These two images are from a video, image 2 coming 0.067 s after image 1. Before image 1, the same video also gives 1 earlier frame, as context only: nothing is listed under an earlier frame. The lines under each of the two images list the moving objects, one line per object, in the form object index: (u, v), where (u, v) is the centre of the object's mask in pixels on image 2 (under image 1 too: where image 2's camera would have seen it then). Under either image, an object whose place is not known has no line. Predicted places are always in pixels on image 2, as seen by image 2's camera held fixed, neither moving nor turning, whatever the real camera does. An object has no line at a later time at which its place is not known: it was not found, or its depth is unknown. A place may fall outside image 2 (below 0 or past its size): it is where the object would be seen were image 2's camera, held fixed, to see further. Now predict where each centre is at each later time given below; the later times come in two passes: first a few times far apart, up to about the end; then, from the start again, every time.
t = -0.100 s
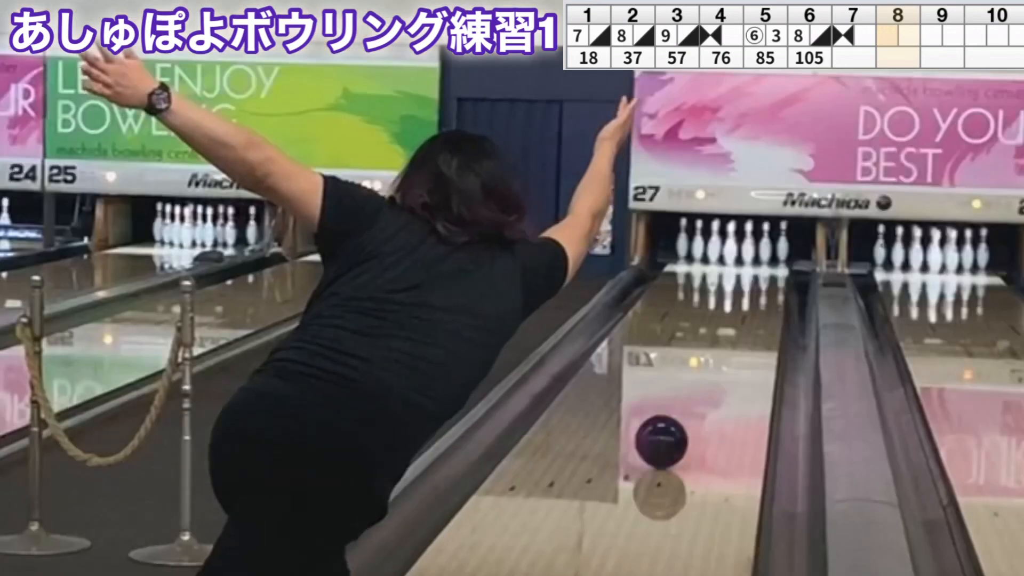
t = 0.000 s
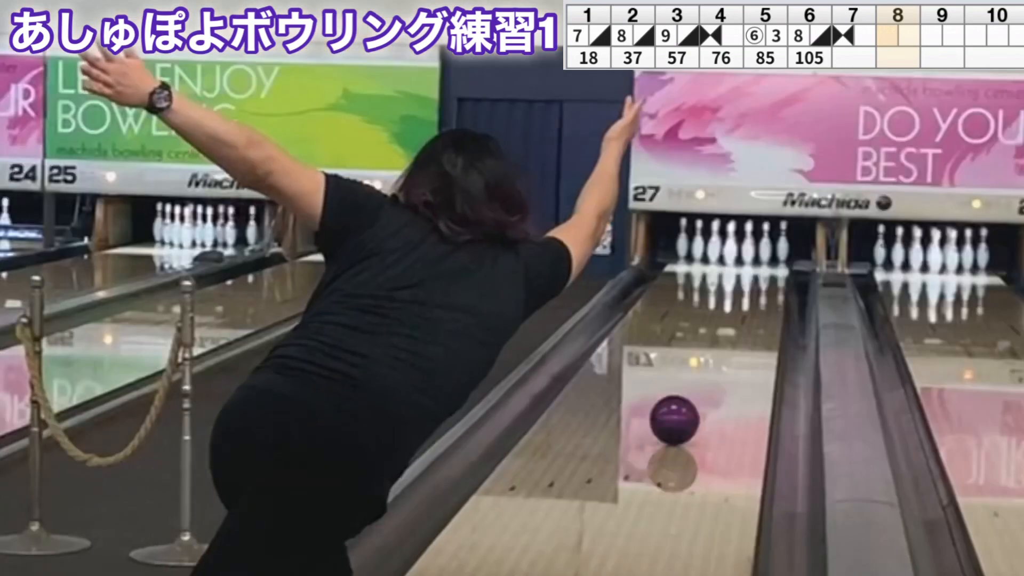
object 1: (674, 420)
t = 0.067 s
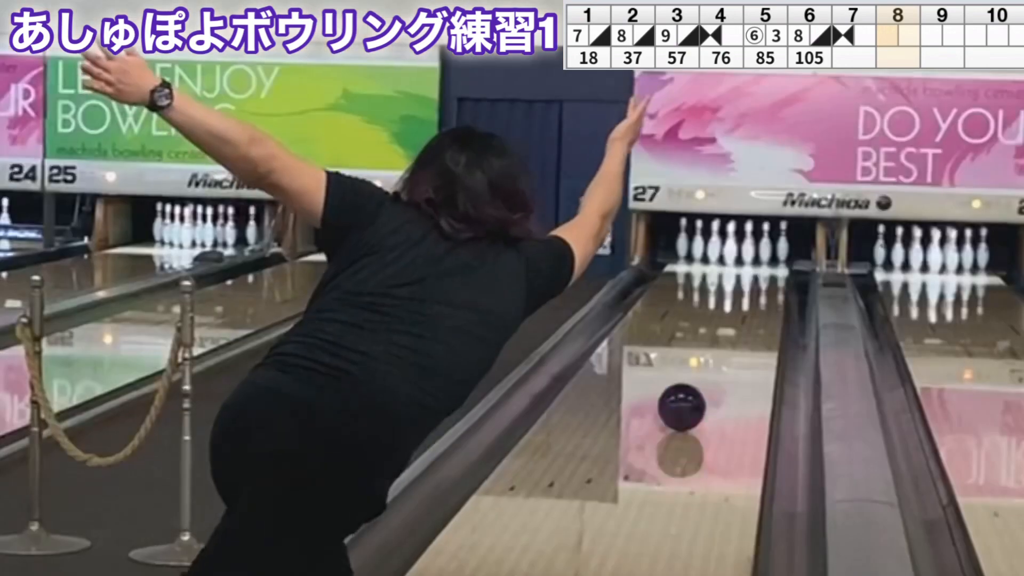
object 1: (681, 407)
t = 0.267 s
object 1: (700, 373)
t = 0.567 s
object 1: (719, 335)
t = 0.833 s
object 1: (731, 309)
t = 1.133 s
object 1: (738, 286)
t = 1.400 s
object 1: (736, 269)
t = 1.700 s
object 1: (721, 254)
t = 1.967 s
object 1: (688, 249)
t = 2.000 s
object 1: (688, 247)
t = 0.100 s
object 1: (685, 401)
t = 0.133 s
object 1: (688, 395)
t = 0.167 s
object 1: (691, 389)
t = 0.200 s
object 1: (694, 384)
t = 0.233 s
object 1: (697, 378)
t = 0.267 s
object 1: (700, 373)
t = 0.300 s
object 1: (702, 368)
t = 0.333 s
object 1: (705, 363)
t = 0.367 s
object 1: (707, 359)
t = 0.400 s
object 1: (710, 354)
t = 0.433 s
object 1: (711, 351)
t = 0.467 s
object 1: (713, 346)
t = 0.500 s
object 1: (715, 342)
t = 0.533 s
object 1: (717, 338)
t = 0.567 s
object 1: (719, 335)
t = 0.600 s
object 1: (721, 331)
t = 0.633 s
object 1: (722, 328)
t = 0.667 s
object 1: (724, 324)
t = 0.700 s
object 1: (726, 321)
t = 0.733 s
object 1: (727, 318)
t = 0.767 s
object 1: (728, 315)
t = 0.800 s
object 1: (730, 312)
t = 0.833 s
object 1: (731, 309)
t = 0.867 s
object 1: (732, 306)
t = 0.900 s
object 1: (733, 303)
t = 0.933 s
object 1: (734, 301)
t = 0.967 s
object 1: (735, 298)
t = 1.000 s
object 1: (736, 295)
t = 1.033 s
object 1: (736, 293)
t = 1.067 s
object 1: (737, 290)
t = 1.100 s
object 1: (738, 288)
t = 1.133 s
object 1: (738, 286)
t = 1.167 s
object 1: (738, 284)
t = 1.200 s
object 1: (739, 282)
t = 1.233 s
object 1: (738, 279)
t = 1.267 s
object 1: (739, 277)
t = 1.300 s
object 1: (738, 275)
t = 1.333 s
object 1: (737, 273)
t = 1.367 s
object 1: (736, 271)
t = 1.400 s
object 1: (736, 269)
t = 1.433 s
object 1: (735, 268)
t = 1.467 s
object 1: (734, 265)
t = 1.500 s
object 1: (732, 263)
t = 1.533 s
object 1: (731, 261)
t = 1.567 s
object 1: (730, 261)
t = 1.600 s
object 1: (727, 260)
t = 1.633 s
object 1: (725, 256)
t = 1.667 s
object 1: (724, 255)
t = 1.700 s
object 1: (721, 254)
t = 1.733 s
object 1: (716, 253)
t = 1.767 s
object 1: (713, 252)
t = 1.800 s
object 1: (707, 251)
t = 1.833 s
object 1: (704, 250)
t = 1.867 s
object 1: (699, 250)
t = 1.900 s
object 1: (695, 249)
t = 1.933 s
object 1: (691, 248)
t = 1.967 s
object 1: (688, 249)
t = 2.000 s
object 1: (688, 247)
